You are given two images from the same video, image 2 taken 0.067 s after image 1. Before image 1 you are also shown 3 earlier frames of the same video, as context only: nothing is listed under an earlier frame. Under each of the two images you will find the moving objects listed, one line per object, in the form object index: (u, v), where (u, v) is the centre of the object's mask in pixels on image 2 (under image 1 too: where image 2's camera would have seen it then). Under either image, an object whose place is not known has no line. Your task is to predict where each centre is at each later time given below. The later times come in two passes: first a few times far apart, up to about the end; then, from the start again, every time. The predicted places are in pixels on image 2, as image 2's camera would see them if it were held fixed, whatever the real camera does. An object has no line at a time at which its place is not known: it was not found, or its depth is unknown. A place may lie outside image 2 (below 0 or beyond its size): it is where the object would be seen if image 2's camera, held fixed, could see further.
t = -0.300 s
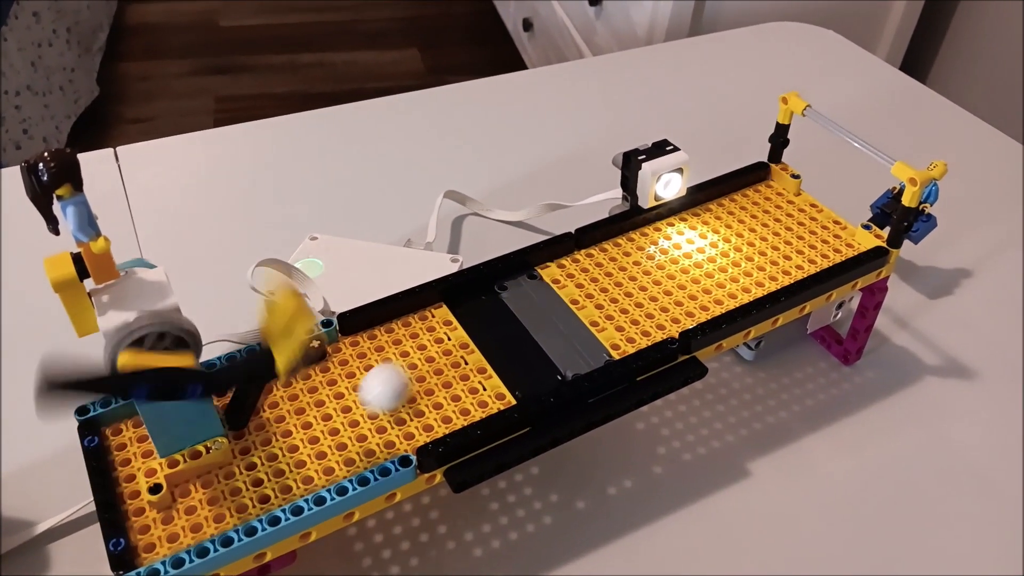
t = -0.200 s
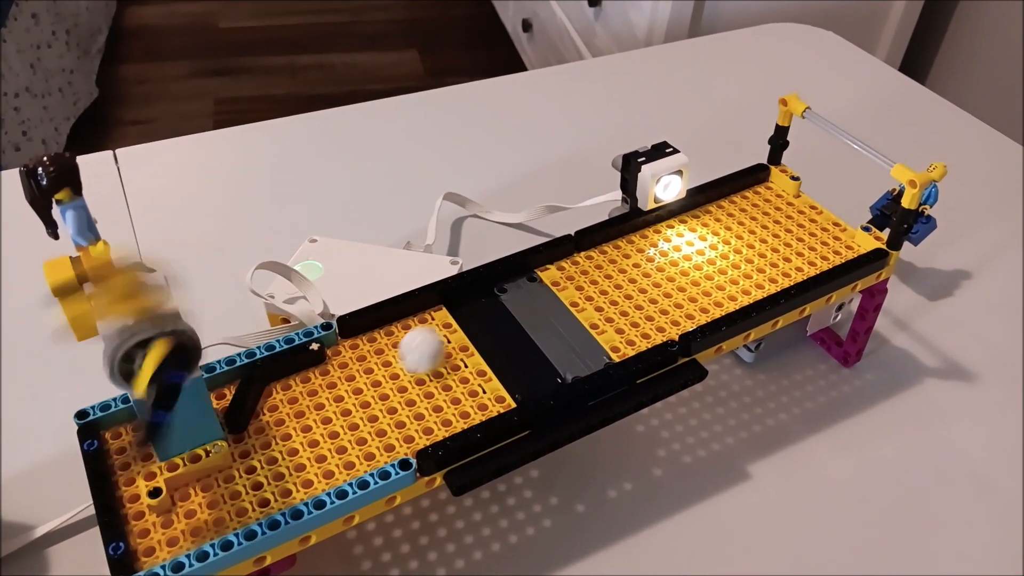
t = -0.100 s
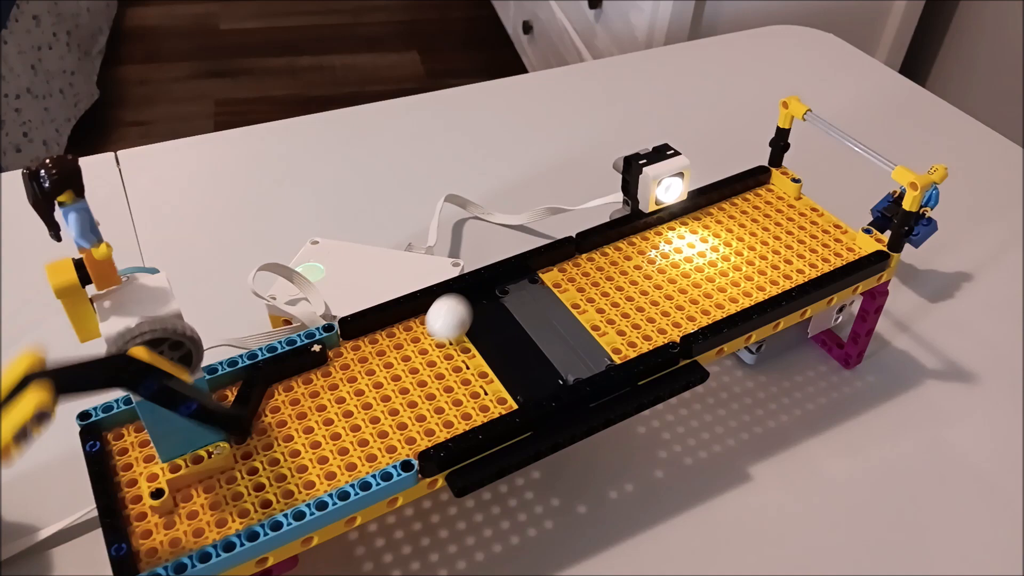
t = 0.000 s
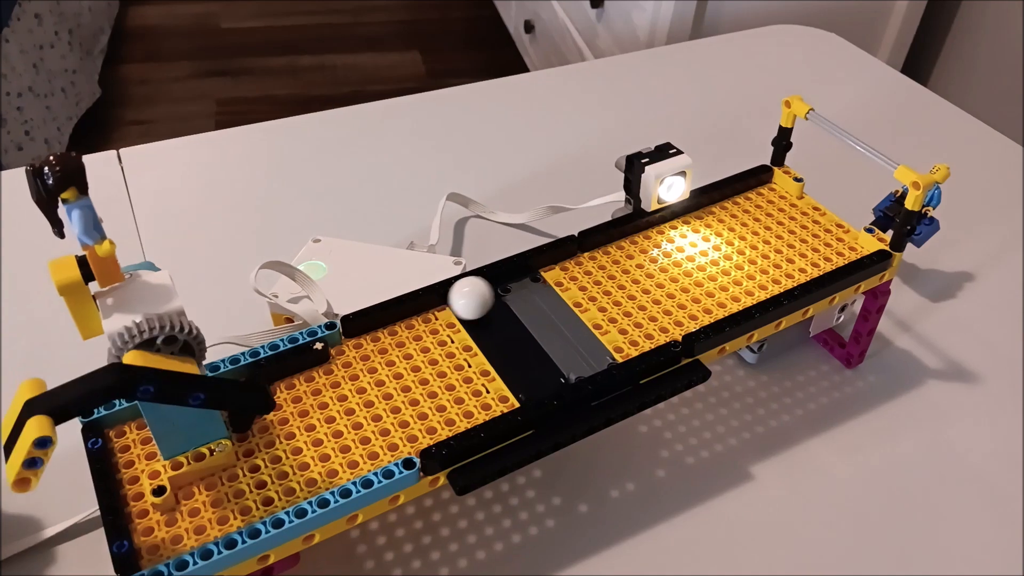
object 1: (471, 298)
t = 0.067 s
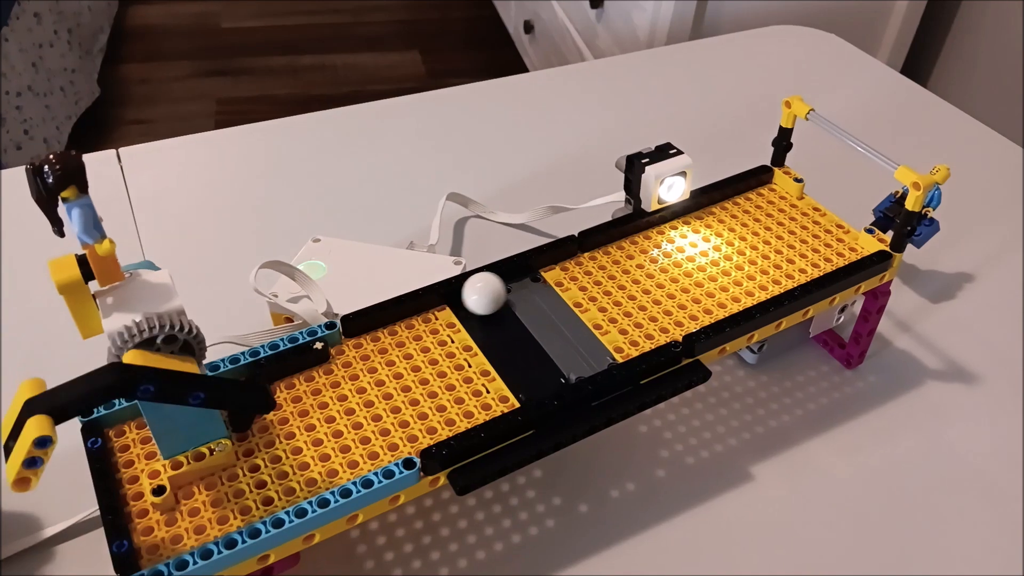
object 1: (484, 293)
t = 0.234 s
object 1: (495, 288)
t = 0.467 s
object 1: (471, 298)
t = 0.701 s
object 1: (412, 325)
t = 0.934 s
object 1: (348, 356)
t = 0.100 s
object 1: (488, 292)
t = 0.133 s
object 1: (491, 290)
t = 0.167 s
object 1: (493, 289)
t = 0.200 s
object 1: (494, 288)
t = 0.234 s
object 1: (495, 288)
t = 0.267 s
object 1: (494, 288)
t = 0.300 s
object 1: (493, 289)
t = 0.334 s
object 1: (490, 291)
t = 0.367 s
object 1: (487, 292)
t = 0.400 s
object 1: (483, 294)
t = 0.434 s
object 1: (477, 296)
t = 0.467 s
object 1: (471, 298)
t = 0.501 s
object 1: (464, 301)
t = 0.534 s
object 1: (456, 303)
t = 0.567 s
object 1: (448, 306)
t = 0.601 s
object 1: (439, 310)
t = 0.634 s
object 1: (431, 314)
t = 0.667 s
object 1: (422, 320)
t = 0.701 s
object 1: (412, 325)
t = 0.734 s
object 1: (400, 330)
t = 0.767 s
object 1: (388, 334)
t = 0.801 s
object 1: (374, 338)
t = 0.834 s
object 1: (358, 342)
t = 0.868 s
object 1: (351, 346)
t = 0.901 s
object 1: (351, 351)
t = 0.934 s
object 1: (348, 356)
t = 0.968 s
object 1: (345, 361)
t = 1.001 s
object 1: (343, 367)
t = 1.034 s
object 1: (339, 373)
